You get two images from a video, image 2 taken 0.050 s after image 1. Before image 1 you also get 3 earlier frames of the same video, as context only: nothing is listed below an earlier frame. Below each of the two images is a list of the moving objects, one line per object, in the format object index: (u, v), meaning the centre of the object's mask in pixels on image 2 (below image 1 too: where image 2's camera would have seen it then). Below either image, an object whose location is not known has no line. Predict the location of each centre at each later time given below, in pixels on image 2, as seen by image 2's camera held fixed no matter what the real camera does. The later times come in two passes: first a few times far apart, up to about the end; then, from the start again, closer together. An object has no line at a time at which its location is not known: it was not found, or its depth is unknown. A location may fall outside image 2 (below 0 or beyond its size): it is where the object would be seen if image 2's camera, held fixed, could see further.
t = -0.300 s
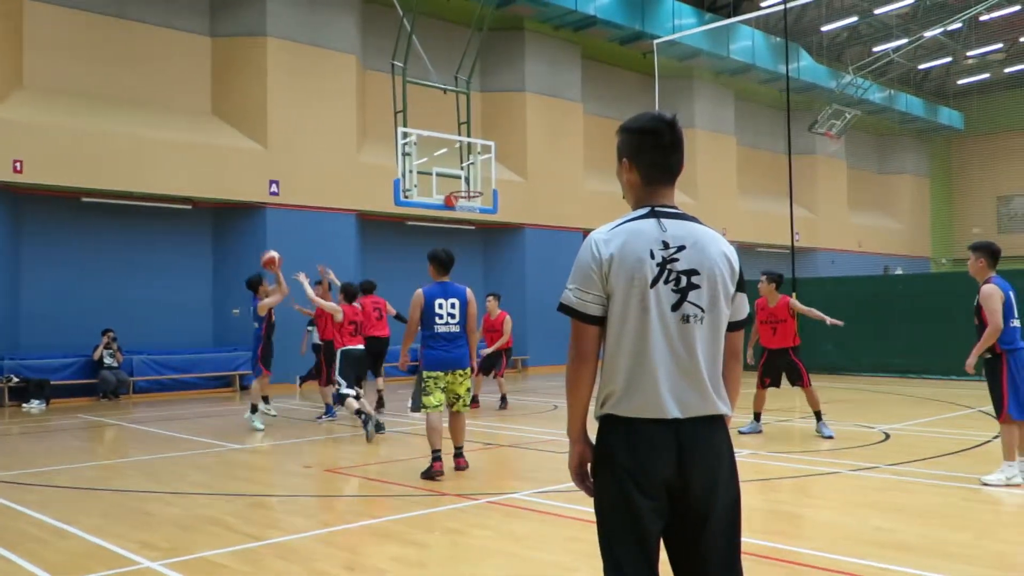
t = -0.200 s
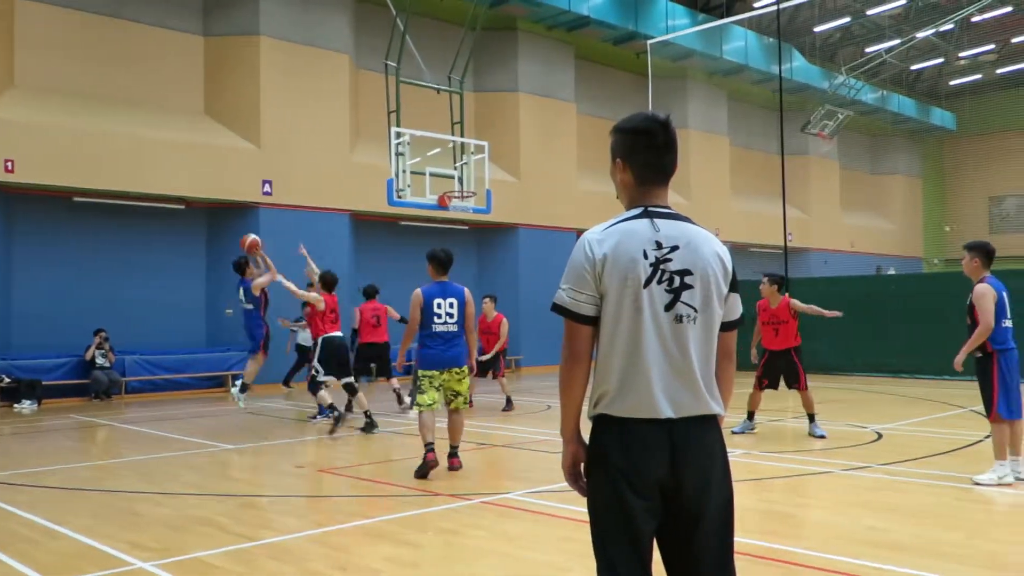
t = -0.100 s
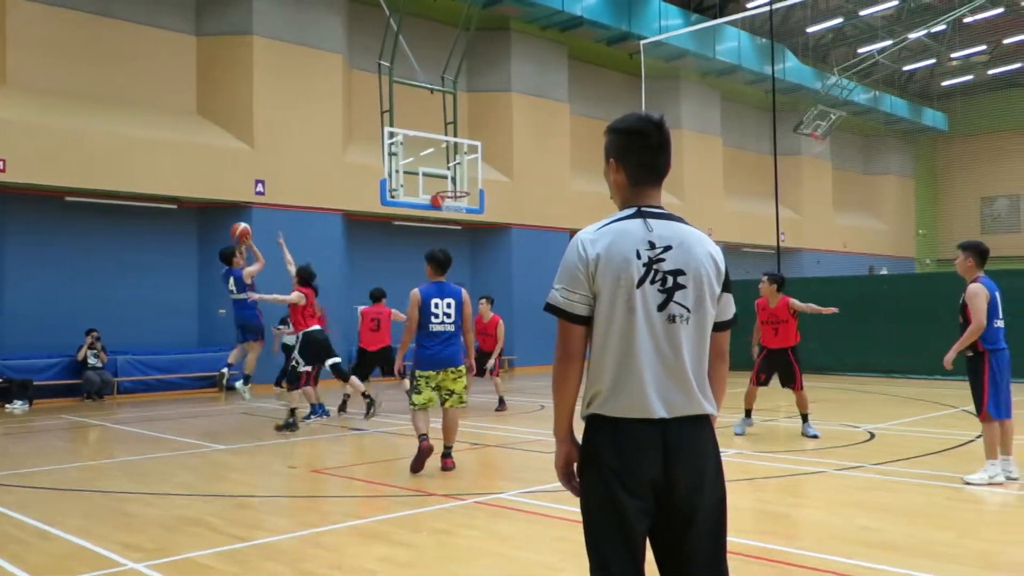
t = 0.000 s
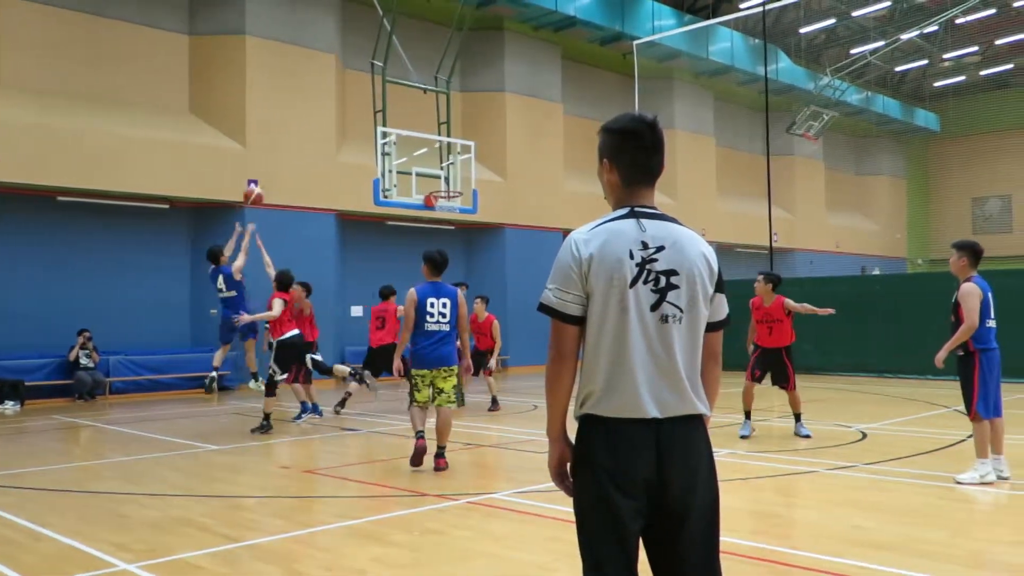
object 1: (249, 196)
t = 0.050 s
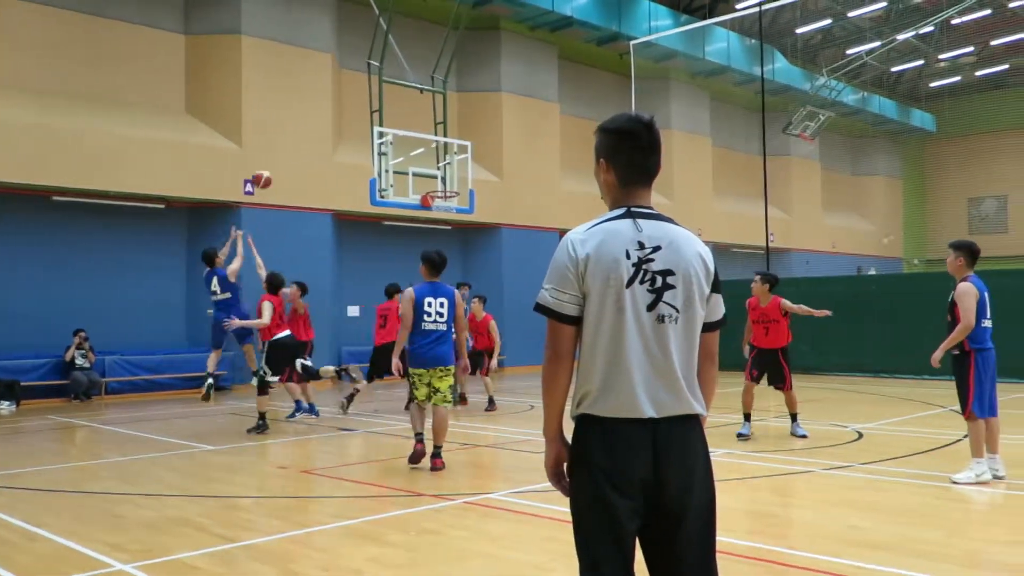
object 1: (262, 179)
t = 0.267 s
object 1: (310, 132)
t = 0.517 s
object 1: (358, 125)
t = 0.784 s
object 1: (404, 164)
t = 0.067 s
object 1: (265, 174)
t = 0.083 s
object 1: (269, 168)
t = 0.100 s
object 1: (274, 164)
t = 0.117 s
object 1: (277, 159)
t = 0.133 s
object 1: (281, 155)
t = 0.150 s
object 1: (285, 152)
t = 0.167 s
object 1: (288, 148)
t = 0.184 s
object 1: (292, 145)
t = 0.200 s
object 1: (295, 142)
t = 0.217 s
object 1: (299, 139)
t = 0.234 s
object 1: (303, 136)
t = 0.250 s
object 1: (306, 134)
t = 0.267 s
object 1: (310, 132)
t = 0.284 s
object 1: (313, 130)
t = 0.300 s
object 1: (315, 128)
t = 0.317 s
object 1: (319, 127)
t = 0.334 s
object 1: (322, 126)
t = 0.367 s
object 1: (330, 123)
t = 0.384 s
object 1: (333, 122)
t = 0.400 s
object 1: (336, 122)
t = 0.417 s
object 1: (339, 122)
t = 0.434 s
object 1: (343, 121)
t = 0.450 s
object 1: (346, 121)
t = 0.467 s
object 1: (349, 122)
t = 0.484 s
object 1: (352, 122)
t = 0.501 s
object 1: (355, 123)
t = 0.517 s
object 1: (358, 125)
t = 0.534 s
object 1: (361, 126)
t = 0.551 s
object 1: (364, 128)
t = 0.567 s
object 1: (368, 130)
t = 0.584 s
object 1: (370, 132)
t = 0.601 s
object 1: (374, 134)
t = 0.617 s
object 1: (377, 135)
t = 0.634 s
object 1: (379, 137)
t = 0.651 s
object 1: (382, 139)
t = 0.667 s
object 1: (385, 141)
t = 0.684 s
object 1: (388, 145)
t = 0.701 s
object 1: (390, 148)
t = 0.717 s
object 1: (394, 151)
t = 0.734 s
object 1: (396, 154)
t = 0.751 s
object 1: (399, 157)
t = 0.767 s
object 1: (401, 162)
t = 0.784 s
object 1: (404, 164)
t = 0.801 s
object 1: (407, 168)
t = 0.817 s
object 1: (409, 170)
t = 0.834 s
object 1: (411, 174)
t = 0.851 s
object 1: (414, 177)
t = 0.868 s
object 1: (416, 179)
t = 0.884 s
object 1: (419, 182)
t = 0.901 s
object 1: (421, 187)
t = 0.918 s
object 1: (422, 187)
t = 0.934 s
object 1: (420, 184)
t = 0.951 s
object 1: (418, 182)
